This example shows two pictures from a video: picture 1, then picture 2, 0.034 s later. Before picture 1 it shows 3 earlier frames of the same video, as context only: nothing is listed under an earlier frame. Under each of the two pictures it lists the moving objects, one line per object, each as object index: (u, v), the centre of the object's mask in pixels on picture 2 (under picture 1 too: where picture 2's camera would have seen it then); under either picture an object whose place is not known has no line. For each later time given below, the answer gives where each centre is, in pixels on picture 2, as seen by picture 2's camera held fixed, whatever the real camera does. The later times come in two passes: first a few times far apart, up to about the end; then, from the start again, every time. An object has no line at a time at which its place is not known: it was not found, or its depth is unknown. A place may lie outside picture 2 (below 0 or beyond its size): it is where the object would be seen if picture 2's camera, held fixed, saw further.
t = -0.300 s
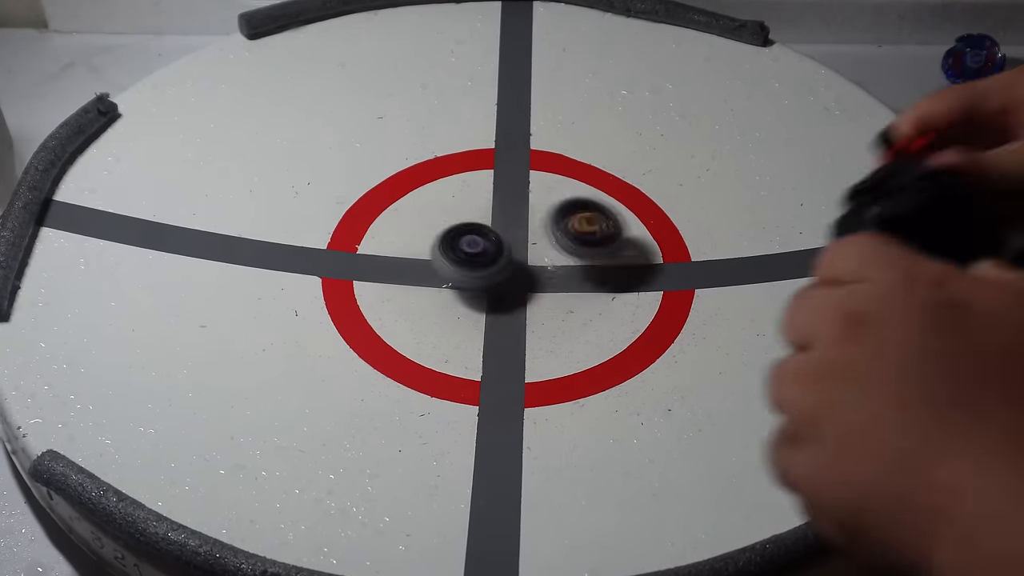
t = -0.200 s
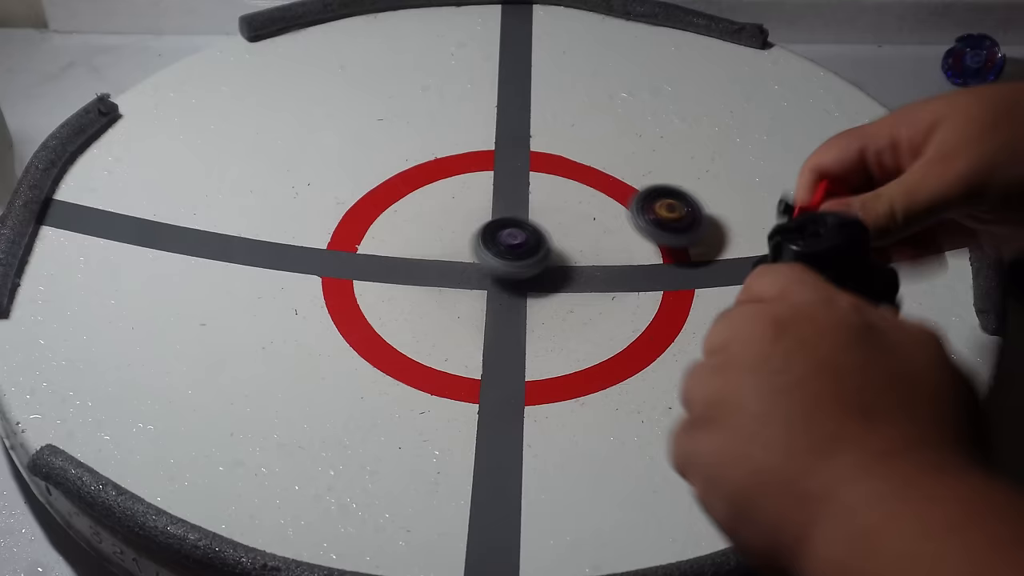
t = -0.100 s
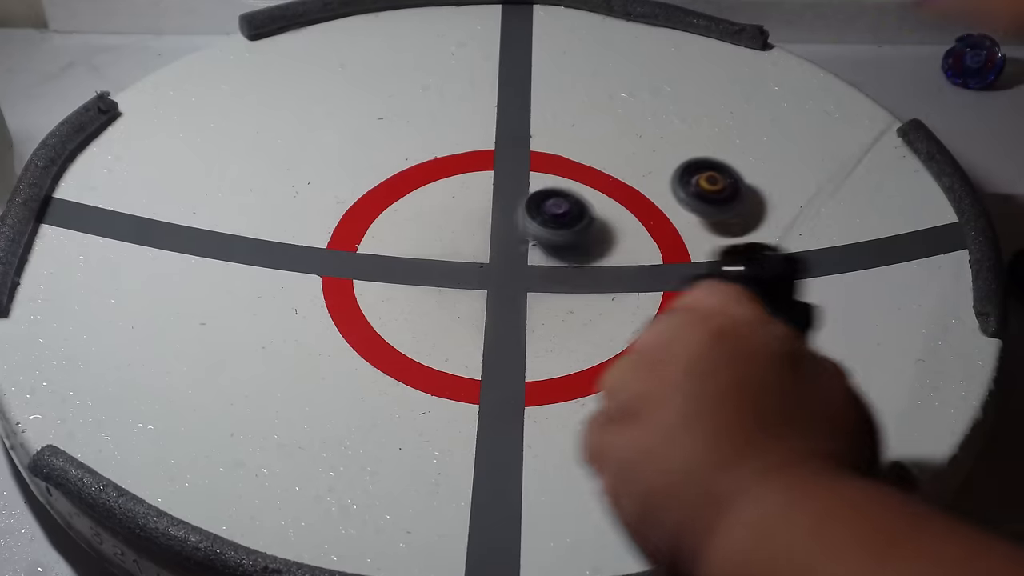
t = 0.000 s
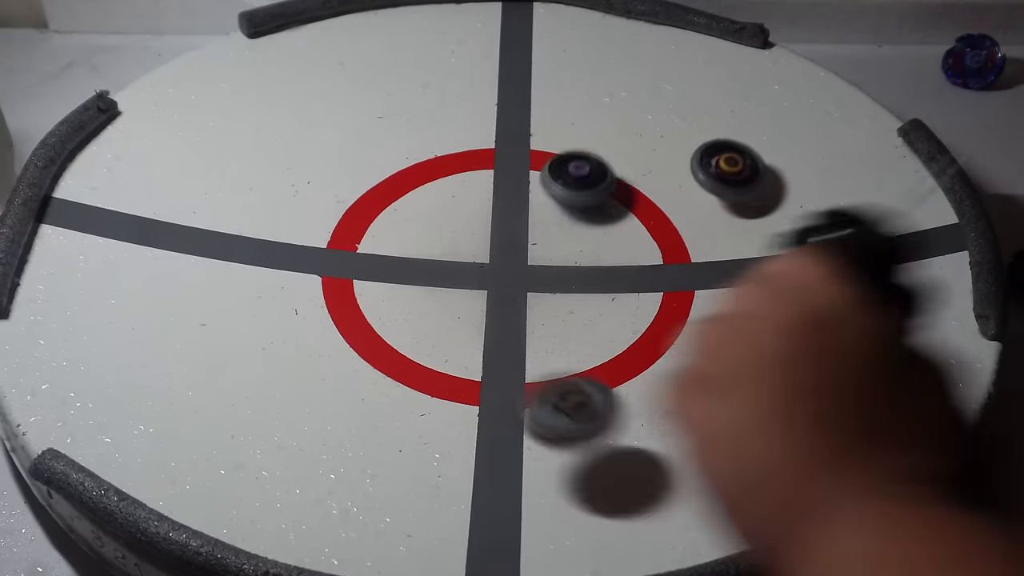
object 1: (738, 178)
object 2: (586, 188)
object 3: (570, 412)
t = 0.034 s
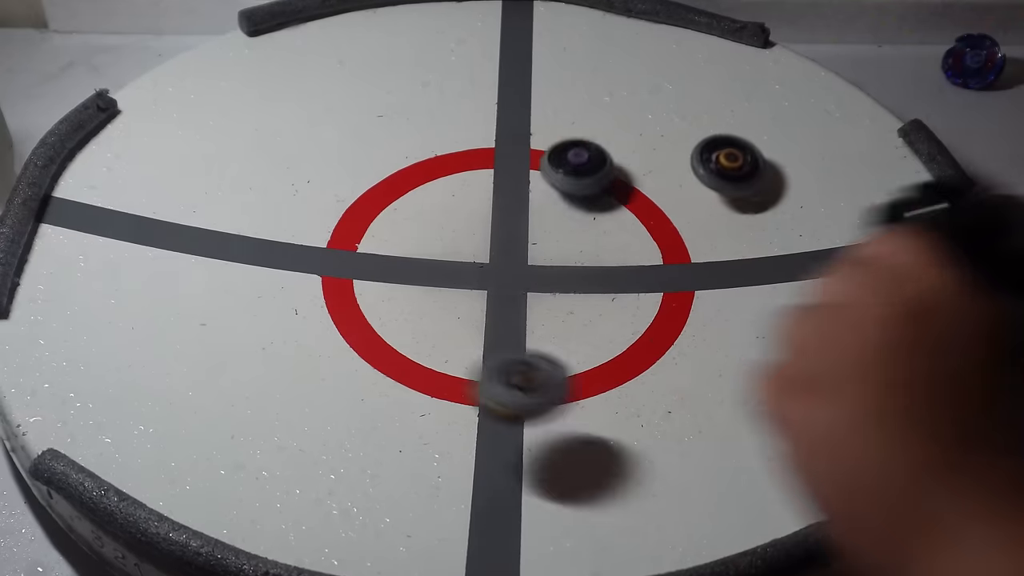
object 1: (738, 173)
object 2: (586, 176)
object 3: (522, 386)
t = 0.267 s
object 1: (680, 161)
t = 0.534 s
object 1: (602, 150)
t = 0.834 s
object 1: (586, 170)
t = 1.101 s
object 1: (597, 199)
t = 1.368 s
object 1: (661, 225)
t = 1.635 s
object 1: (707, 226)
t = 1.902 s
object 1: (702, 248)
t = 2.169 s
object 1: (695, 248)
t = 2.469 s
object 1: (685, 73)
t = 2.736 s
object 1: (637, 125)
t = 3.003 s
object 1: (533, 184)
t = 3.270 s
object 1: (470, 246)
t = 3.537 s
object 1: (439, 277)
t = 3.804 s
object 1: (460, 109)
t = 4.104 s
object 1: (439, 116)
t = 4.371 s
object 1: (380, 141)
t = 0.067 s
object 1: (734, 170)
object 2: (581, 165)
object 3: (469, 377)
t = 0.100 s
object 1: (729, 166)
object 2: (574, 156)
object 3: (427, 379)
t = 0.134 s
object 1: (721, 166)
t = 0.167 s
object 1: (713, 165)
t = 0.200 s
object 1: (703, 164)
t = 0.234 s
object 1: (692, 162)
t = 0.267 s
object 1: (680, 161)
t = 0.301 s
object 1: (669, 160)
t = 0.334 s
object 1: (659, 158)
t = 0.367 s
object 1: (649, 155)
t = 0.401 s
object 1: (638, 153)
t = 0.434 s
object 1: (629, 153)
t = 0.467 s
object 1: (620, 152)
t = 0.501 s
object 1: (610, 151)
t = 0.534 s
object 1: (602, 150)
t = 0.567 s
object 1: (595, 151)
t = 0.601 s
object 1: (591, 151)
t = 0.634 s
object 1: (588, 152)
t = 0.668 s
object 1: (586, 155)
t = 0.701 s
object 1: (584, 157)
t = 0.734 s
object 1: (582, 160)
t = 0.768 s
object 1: (583, 163)
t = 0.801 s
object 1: (583, 166)
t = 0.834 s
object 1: (586, 170)
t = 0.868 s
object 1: (587, 173)
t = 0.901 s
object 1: (590, 176)
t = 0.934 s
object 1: (590, 180)
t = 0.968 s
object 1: (592, 183)
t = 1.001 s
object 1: (594, 187)
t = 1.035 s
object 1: (596, 191)
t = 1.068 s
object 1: (597, 195)
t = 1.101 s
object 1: (597, 199)
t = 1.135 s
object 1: (599, 204)
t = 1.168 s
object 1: (601, 209)
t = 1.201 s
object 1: (604, 214)
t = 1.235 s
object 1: (607, 218)
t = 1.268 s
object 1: (609, 223)
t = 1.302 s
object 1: (630, 224)
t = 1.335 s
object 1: (648, 225)
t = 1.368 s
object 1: (661, 225)
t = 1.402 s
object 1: (673, 224)
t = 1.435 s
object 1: (683, 224)
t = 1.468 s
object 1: (692, 224)
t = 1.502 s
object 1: (697, 224)
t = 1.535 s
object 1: (702, 224)
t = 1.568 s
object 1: (705, 224)
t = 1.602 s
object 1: (707, 225)
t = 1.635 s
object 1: (707, 226)
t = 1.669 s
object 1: (707, 227)
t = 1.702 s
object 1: (706, 230)
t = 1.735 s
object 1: (705, 231)
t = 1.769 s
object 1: (705, 234)
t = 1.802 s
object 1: (705, 237)
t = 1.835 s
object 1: (703, 240)
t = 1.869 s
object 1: (702, 243)
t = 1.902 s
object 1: (702, 248)
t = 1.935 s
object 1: (703, 252)
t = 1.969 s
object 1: (701, 256)
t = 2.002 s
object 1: (700, 259)
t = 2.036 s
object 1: (701, 262)
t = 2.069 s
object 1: (701, 266)
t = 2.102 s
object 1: (701, 268)
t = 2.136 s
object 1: (699, 267)
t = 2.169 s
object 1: (695, 248)
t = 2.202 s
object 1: (681, 212)
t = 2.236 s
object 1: (669, 180)
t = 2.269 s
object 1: (655, 152)
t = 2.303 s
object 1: (641, 127)
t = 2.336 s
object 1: (628, 106)
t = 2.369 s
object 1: (645, 92)
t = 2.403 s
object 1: (662, 83)
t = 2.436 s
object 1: (676, 76)
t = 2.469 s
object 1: (685, 73)
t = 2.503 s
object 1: (690, 73)
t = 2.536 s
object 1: (691, 76)
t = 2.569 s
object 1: (688, 82)
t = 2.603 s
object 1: (683, 88)
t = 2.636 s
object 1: (674, 97)
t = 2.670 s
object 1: (663, 106)
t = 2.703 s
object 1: (651, 115)
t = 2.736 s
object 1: (637, 125)
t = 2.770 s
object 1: (622, 134)
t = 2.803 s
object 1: (607, 141)
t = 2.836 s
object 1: (592, 148)
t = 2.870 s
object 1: (578, 157)
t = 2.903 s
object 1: (566, 164)
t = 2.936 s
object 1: (554, 171)
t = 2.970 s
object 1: (543, 177)
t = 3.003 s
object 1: (533, 184)
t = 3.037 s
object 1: (522, 191)
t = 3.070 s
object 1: (512, 199)
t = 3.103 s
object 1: (504, 206)
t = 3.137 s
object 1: (483, 208)
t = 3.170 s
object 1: (486, 223)
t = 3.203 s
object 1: (481, 231)
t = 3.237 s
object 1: (474, 238)
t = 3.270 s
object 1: (470, 246)
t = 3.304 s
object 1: (465, 251)
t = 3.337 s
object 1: (461, 256)
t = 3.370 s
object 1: (456, 262)
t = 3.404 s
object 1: (449, 268)
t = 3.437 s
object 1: (446, 275)
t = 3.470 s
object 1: (443, 280)
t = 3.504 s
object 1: (442, 281)
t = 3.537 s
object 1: (439, 277)
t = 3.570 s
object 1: (441, 248)
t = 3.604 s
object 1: (446, 218)
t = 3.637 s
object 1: (451, 190)
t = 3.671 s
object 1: (454, 166)
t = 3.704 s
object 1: (458, 146)
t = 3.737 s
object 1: (460, 130)
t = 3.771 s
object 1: (460, 118)
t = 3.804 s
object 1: (460, 109)
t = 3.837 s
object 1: (459, 104)
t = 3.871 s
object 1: (457, 103)
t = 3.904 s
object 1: (456, 103)
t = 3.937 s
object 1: (454, 104)
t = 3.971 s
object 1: (452, 106)
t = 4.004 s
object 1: (450, 108)
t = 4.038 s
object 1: (446, 111)
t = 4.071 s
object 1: (443, 113)
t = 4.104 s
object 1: (439, 116)
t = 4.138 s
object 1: (433, 121)
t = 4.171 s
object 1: (428, 125)
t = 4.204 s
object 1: (419, 129)
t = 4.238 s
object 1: (416, 138)
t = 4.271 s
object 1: (404, 137)
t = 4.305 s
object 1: (397, 142)
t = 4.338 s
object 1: (388, 145)
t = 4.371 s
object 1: (380, 141)
